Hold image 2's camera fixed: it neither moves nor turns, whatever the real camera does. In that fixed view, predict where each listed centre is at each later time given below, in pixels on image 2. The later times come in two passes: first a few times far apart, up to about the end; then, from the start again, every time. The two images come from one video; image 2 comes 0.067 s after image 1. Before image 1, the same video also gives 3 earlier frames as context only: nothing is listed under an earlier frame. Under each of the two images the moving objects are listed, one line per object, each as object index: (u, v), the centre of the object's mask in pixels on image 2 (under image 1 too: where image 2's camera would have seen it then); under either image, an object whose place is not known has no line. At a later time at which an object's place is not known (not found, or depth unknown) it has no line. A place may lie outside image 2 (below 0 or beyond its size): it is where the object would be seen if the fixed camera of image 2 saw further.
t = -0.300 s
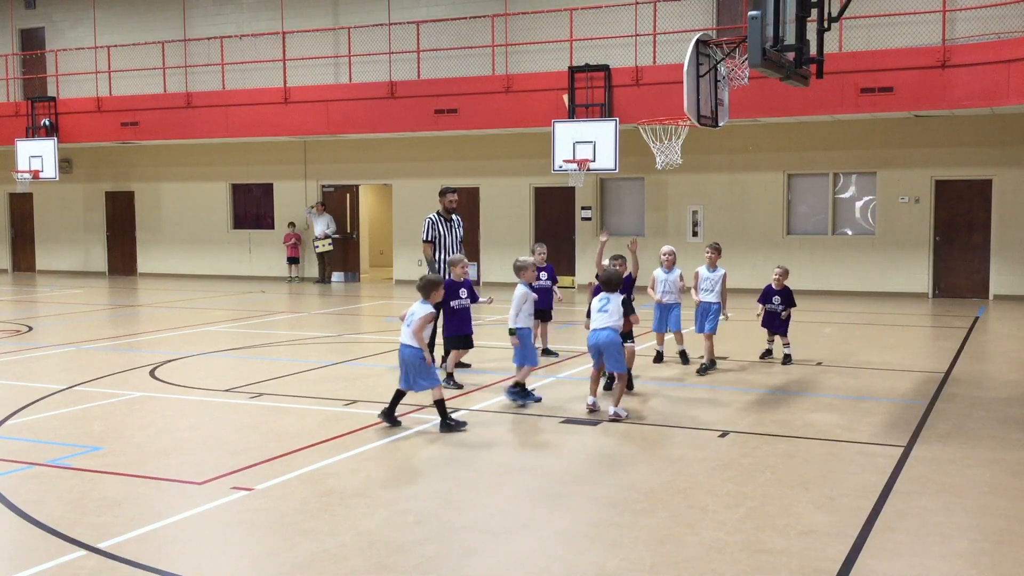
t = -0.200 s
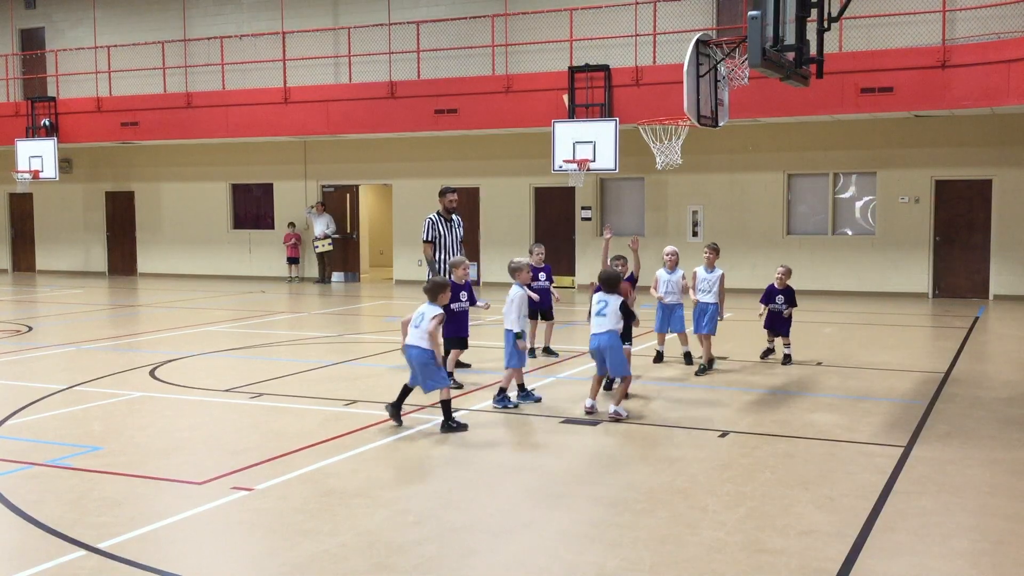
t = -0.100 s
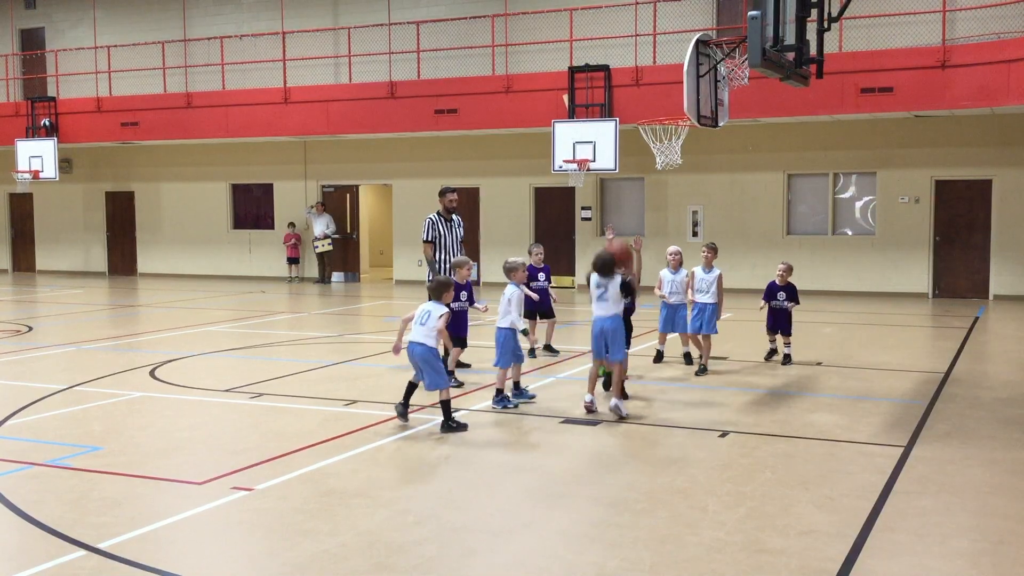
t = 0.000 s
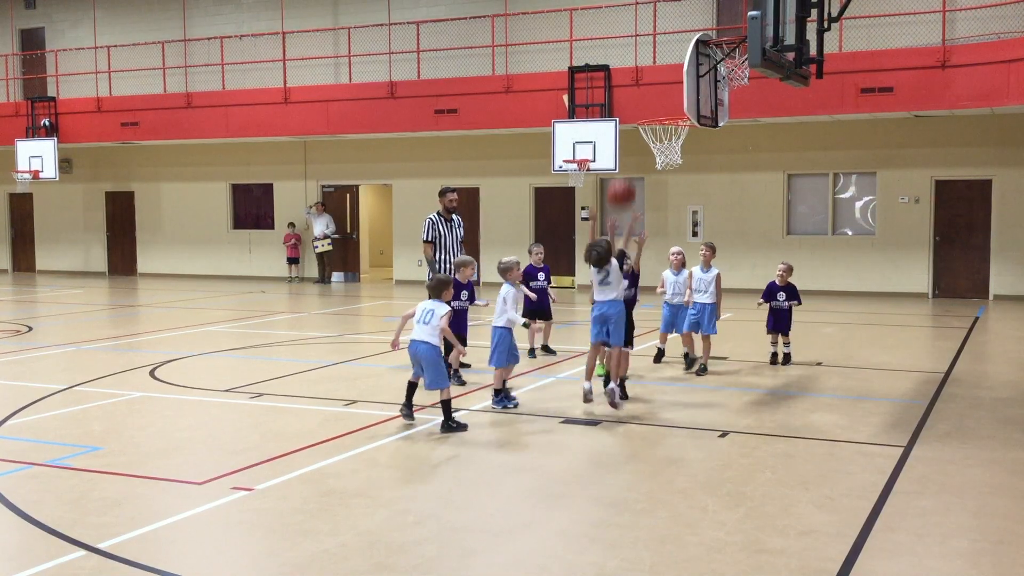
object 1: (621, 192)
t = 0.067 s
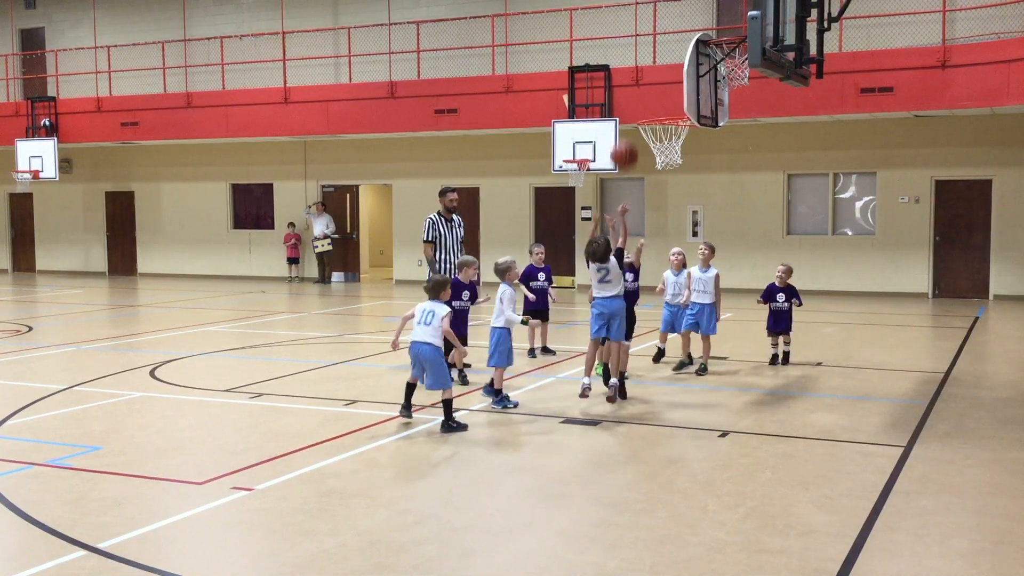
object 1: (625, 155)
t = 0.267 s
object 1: (630, 76)
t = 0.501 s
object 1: (636, 47)
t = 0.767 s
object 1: (642, 87)
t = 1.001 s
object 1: (669, 112)
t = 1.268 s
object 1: (671, 163)
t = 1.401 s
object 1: (667, 207)
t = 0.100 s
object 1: (626, 138)
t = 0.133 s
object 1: (626, 122)
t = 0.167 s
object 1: (627, 108)
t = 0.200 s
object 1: (628, 95)
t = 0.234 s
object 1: (629, 85)
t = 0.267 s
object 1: (630, 76)
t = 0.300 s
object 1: (631, 69)
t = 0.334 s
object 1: (632, 61)
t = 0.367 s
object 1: (633, 56)
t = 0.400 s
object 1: (633, 51)
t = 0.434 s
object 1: (634, 48)
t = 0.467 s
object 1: (635, 47)
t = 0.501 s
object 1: (636, 47)
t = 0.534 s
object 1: (637, 47)
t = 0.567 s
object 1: (638, 50)
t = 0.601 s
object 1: (639, 54)
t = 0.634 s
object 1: (639, 58)
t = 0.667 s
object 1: (640, 64)
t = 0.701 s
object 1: (641, 71)
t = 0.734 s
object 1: (642, 78)
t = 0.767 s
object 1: (642, 87)
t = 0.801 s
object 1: (644, 98)
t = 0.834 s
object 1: (644, 108)
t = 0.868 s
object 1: (648, 111)
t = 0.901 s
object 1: (654, 110)
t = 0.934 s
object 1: (659, 110)
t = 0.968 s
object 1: (664, 111)
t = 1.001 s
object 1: (669, 112)
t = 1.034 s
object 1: (673, 122)
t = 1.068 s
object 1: (673, 125)
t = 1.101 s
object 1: (673, 129)
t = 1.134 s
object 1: (673, 135)
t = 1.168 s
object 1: (673, 140)
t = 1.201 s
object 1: (672, 148)
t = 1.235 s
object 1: (671, 156)
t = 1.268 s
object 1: (671, 163)
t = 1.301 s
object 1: (670, 172)
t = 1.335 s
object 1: (669, 182)
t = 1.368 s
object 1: (668, 194)
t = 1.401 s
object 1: (667, 207)
